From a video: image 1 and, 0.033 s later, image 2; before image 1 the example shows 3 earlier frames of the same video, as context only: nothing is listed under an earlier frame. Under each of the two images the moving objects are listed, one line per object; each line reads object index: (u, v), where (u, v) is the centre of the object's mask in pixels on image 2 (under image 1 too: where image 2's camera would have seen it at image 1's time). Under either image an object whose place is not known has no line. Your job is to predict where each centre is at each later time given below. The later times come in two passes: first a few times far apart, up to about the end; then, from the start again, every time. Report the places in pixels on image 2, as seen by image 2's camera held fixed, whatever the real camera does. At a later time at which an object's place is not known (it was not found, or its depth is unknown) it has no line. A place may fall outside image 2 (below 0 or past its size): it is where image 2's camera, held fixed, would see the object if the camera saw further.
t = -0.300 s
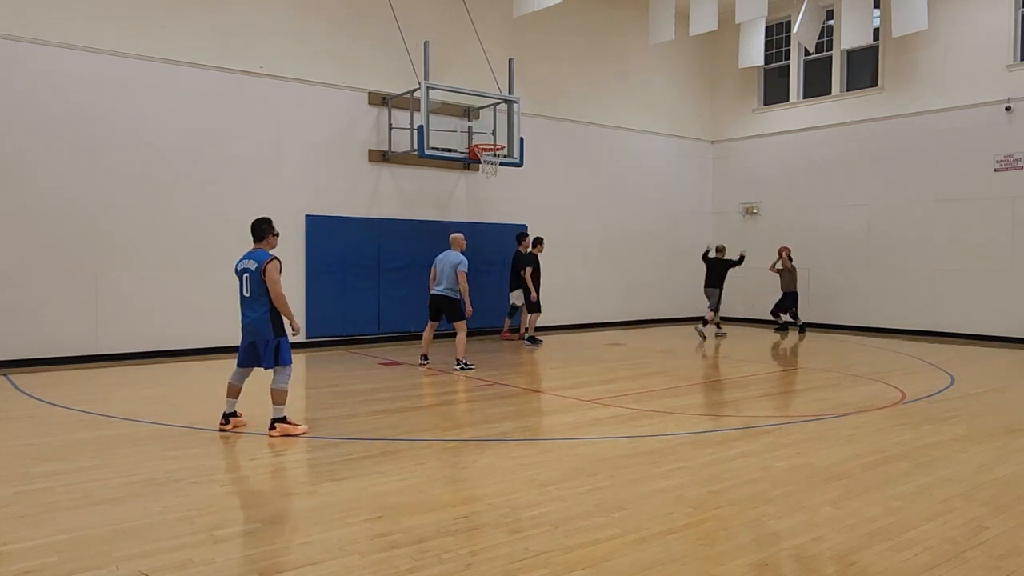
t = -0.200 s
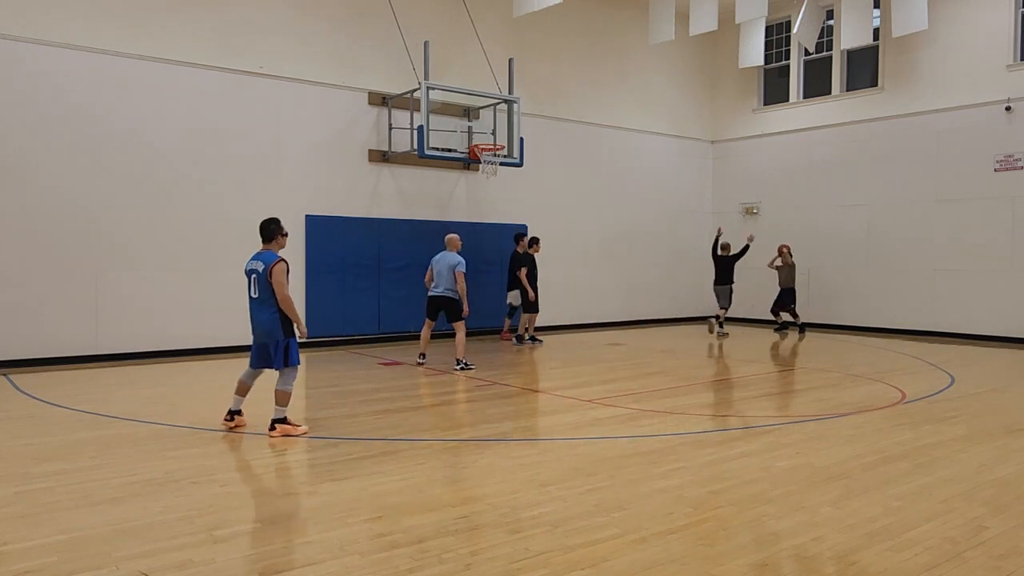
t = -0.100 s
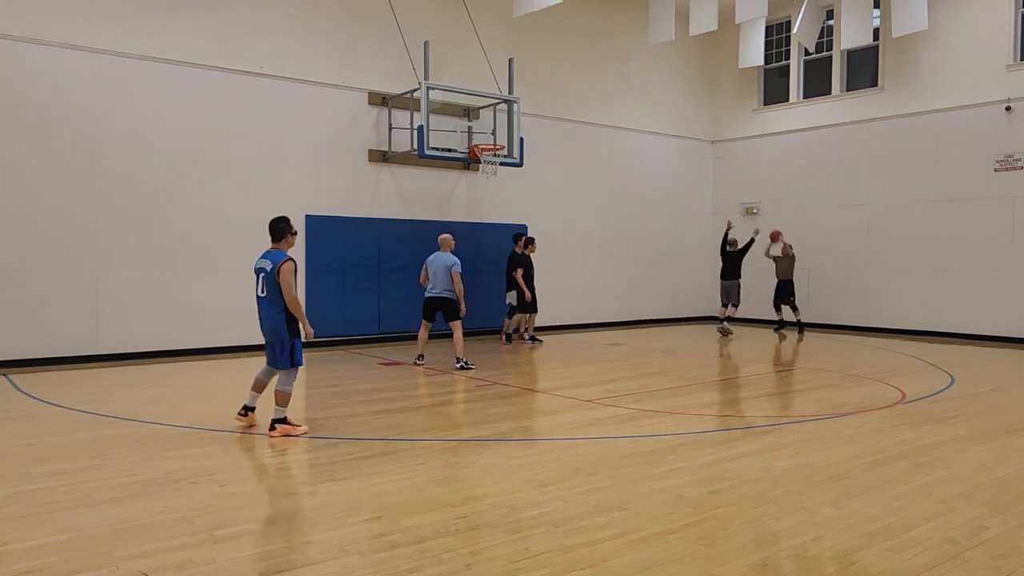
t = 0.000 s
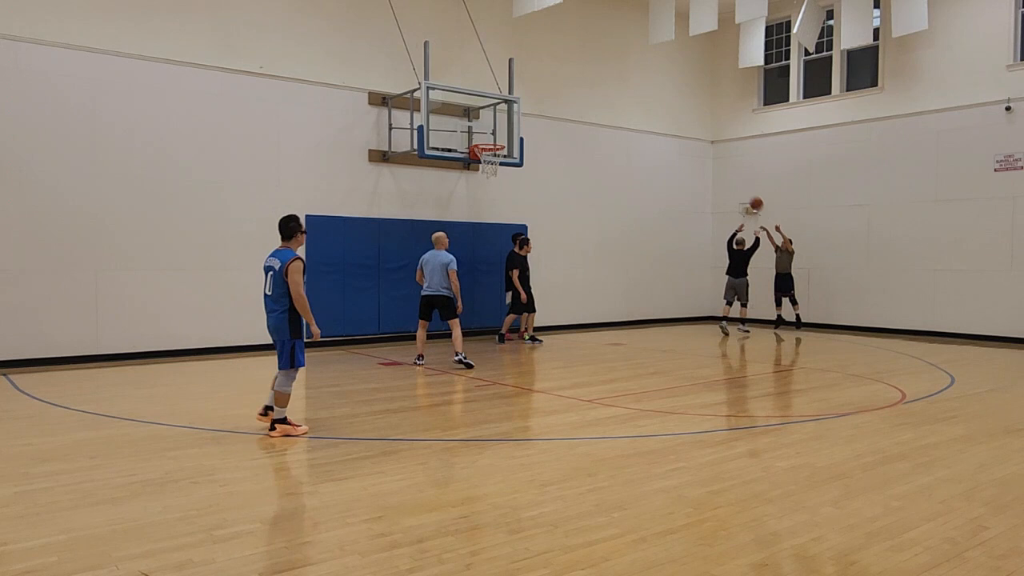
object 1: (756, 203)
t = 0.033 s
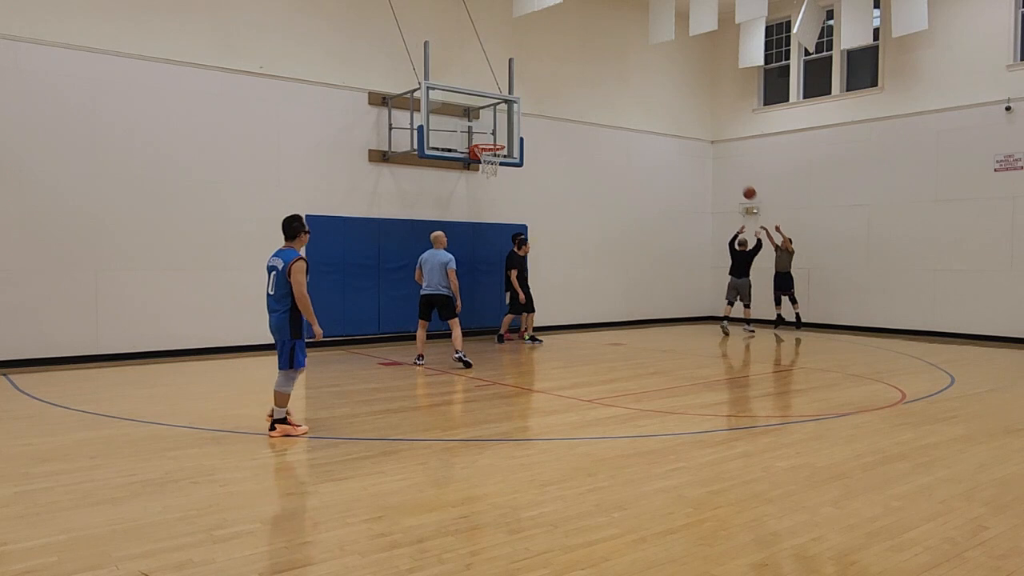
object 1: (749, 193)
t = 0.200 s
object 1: (714, 149)
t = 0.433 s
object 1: (661, 109)
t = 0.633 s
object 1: (612, 97)
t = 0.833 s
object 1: (561, 109)
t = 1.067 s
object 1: (514, 147)
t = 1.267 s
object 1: (561, 165)
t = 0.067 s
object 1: (742, 183)
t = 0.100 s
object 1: (735, 174)
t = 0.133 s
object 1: (728, 165)
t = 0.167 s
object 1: (721, 157)
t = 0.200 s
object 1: (714, 149)
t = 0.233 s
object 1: (707, 141)
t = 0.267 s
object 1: (699, 134)
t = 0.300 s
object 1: (692, 128)
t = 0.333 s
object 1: (684, 122)
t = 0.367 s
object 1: (676, 117)
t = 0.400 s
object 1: (669, 113)
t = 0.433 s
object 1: (661, 109)
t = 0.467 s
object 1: (653, 105)
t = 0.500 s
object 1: (645, 102)
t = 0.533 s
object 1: (637, 100)
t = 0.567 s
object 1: (629, 98)
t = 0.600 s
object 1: (620, 97)
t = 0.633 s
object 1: (612, 97)
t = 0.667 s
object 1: (604, 98)
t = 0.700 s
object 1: (595, 99)
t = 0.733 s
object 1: (587, 100)
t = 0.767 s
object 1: (578, 102)
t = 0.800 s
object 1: (569, 105)
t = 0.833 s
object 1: (561, 109)
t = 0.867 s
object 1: (551, 113)
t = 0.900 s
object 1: (542, 119)
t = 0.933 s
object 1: (533, 124)
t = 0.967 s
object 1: (524, 131)
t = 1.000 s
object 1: (515, 139)
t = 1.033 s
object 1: (507, 146)
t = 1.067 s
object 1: (514, 147)
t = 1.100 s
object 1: (523, 148)
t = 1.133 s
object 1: (531, 150)
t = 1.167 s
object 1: (538, 153)
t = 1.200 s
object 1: (546, 156)
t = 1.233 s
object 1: (554, 160)
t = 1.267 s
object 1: (561, 165)
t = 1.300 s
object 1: (568, 170)
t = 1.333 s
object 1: (575, 175)
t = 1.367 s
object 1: (583, 182)
